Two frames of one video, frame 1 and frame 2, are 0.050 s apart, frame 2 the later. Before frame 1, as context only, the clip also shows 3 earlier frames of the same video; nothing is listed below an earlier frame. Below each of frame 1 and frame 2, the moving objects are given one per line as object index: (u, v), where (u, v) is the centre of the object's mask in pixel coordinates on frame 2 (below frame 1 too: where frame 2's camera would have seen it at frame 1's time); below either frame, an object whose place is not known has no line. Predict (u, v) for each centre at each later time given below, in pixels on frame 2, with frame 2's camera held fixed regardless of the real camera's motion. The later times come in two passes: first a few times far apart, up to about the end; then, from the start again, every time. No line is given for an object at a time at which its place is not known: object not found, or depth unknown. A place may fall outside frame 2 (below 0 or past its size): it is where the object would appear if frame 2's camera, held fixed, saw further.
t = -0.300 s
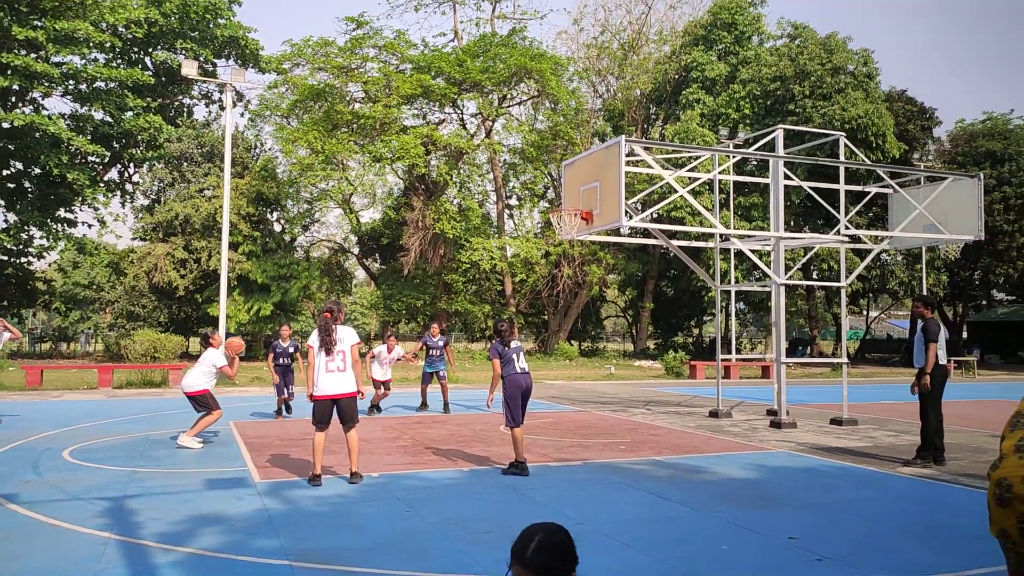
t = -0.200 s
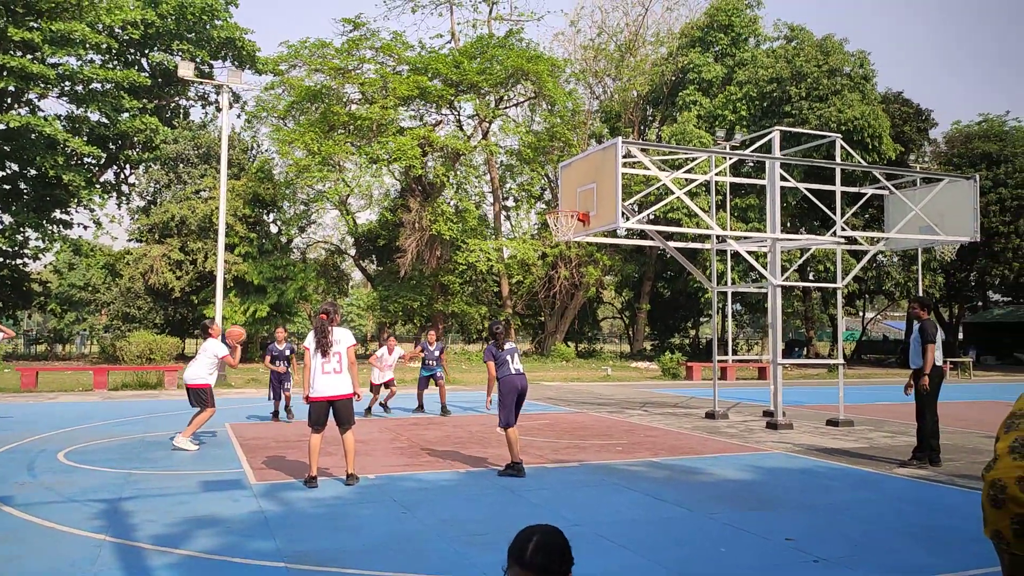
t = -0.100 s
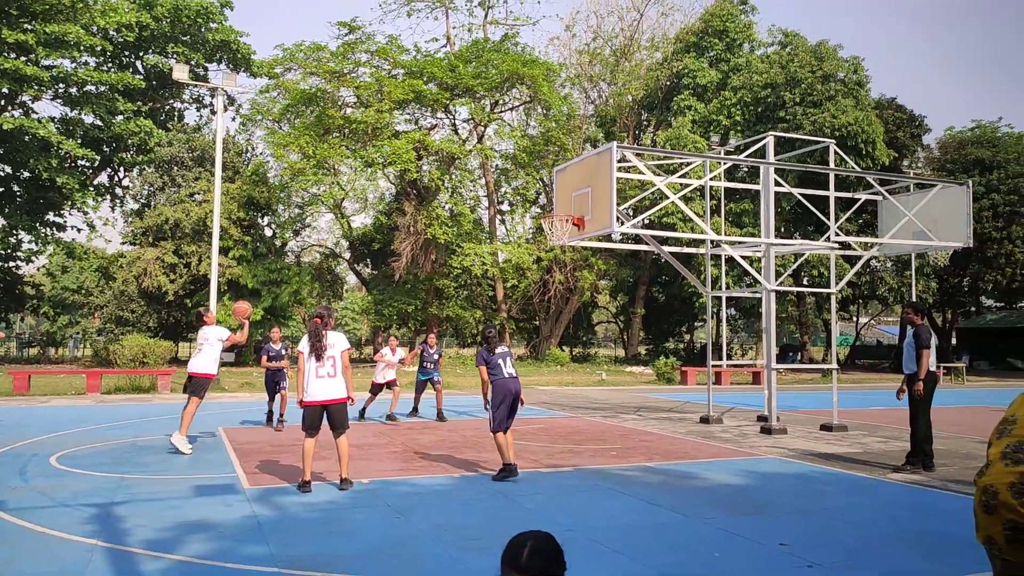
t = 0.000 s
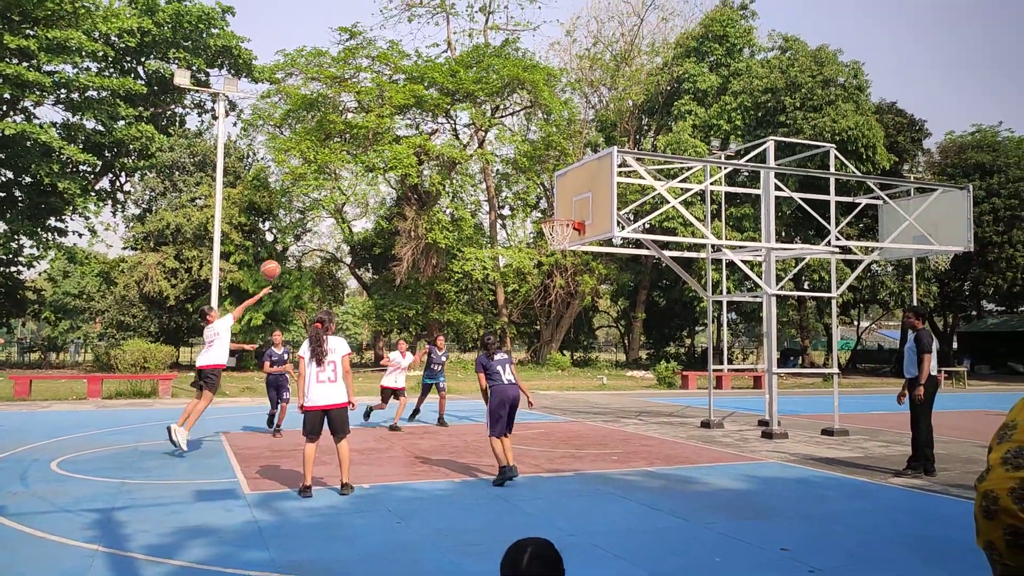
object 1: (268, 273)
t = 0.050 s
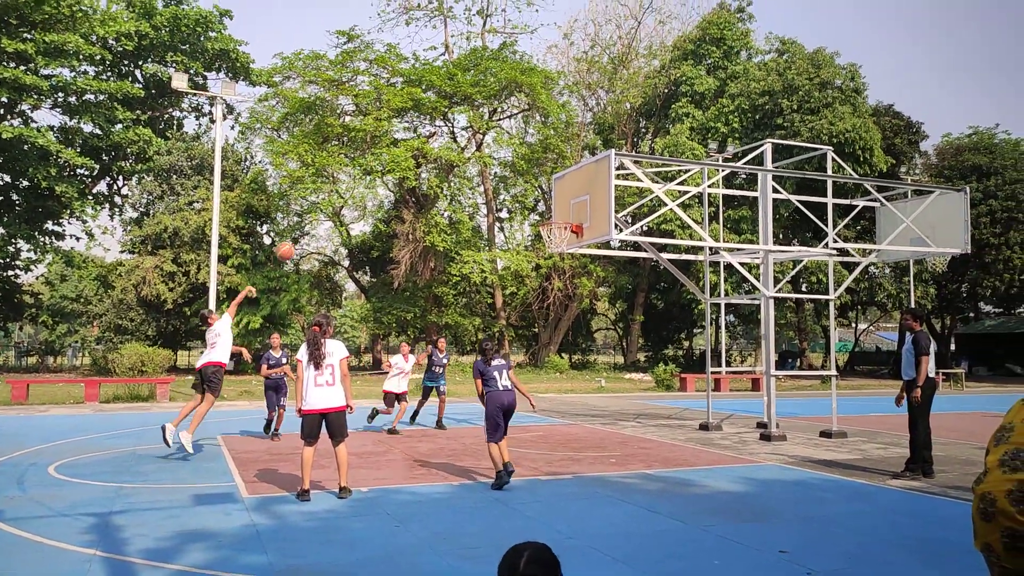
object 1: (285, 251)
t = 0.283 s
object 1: (358, 181)
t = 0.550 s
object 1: (432, 155)
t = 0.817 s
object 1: (501, 180)
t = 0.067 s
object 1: (290, 245)
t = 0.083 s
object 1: (296, 238)
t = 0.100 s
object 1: (301, 232)
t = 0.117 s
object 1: (307, 226)
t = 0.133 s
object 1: (312, 220)
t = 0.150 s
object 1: (317, 215)
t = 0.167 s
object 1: (323, 210)
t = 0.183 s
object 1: (328, 206)
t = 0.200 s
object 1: (333, 200)
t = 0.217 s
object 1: (338, 196)
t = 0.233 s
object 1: (344, 192)
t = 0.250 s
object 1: (348, 189)
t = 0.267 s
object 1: (353, 184)
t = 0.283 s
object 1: (358, 181)
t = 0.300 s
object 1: (363, 177)
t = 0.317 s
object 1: (368, 174)
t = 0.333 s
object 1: (373, 172)
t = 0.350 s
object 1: (378, 169)
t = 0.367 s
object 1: (382, 167)
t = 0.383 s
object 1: (386, 165)
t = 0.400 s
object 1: (392, 163)
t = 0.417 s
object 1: (397, 161)
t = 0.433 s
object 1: (402, 159)
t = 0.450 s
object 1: (406, 158)
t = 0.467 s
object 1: (411, 157)
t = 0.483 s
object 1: (415, 157)
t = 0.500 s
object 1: (419, 157)
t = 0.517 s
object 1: (424, 155)
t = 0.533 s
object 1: (428, 155)
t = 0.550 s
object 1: (432, 155)
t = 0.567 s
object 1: (437, 155)
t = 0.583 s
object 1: (440, 155)
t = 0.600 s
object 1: (446, 155)
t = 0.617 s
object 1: (450, 156)
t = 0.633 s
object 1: (455, 156)
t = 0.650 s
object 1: (459, 159)
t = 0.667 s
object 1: (463, 160)
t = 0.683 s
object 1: (467, 161)
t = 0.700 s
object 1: (471, 163)
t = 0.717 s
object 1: (476, 165)
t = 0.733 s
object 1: (480, 167)
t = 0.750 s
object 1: (484, 170)
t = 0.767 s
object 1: (489, 172)
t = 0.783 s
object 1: (492, 174)
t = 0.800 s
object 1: (497, 176)
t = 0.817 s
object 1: (501, 180)
